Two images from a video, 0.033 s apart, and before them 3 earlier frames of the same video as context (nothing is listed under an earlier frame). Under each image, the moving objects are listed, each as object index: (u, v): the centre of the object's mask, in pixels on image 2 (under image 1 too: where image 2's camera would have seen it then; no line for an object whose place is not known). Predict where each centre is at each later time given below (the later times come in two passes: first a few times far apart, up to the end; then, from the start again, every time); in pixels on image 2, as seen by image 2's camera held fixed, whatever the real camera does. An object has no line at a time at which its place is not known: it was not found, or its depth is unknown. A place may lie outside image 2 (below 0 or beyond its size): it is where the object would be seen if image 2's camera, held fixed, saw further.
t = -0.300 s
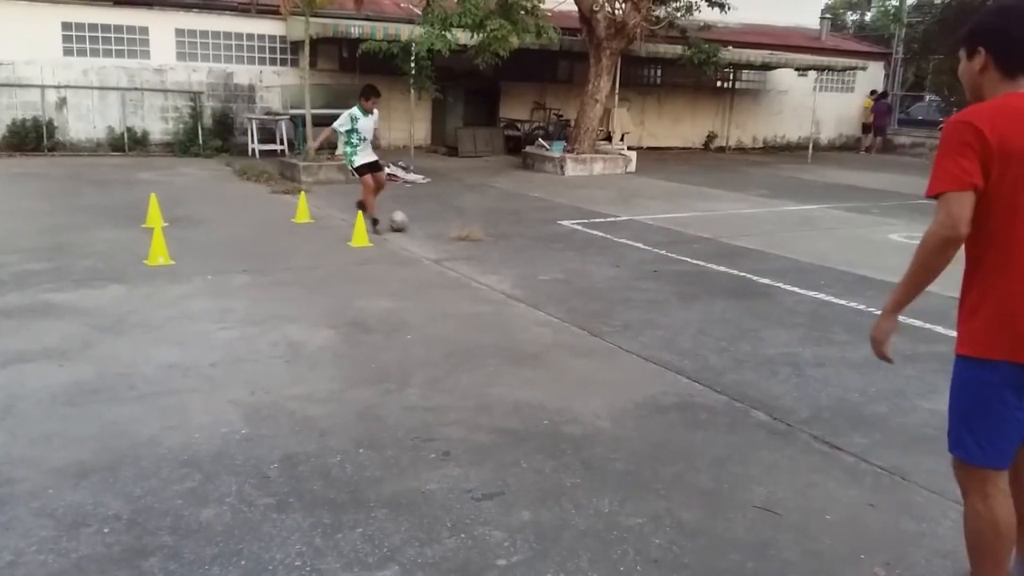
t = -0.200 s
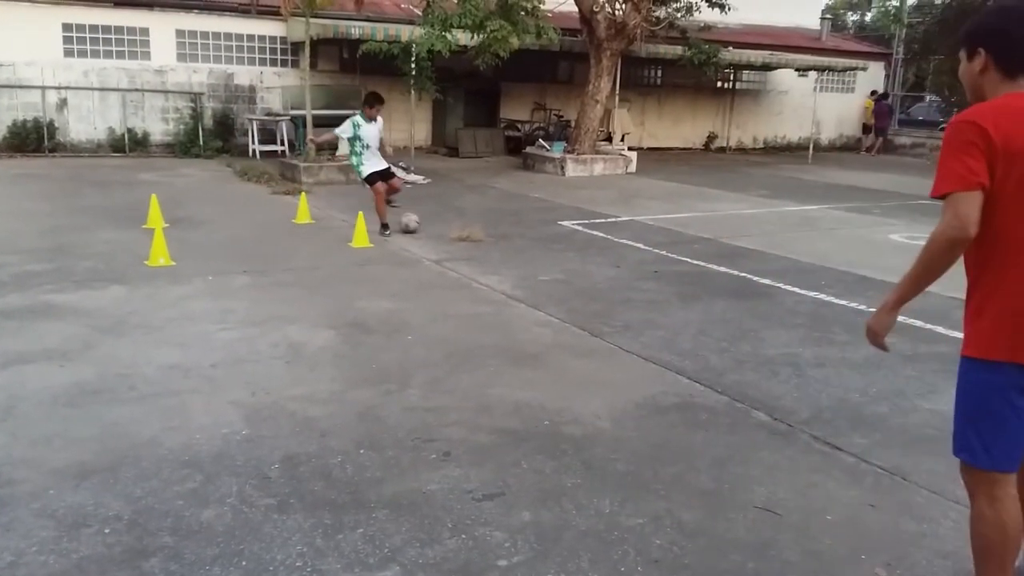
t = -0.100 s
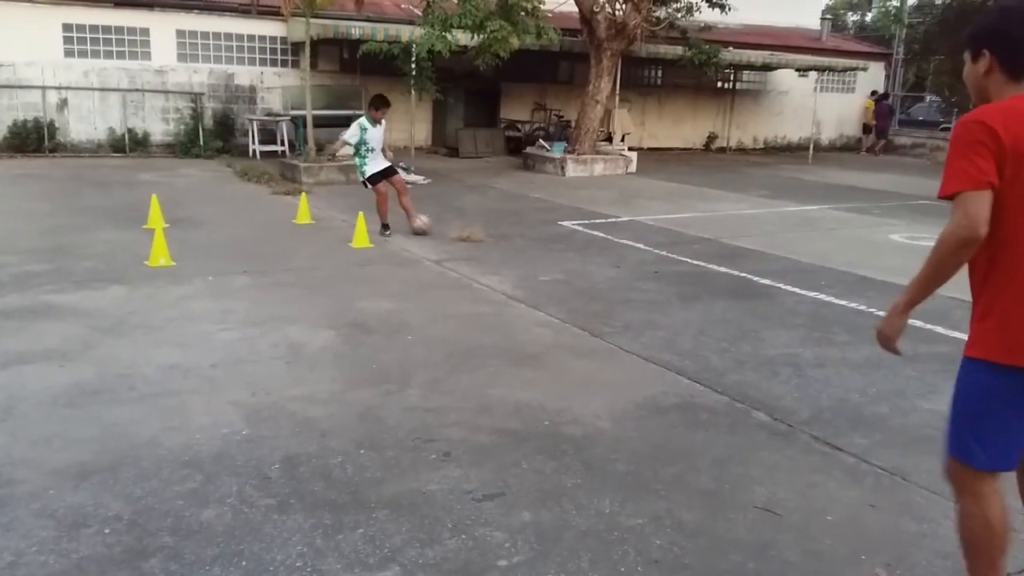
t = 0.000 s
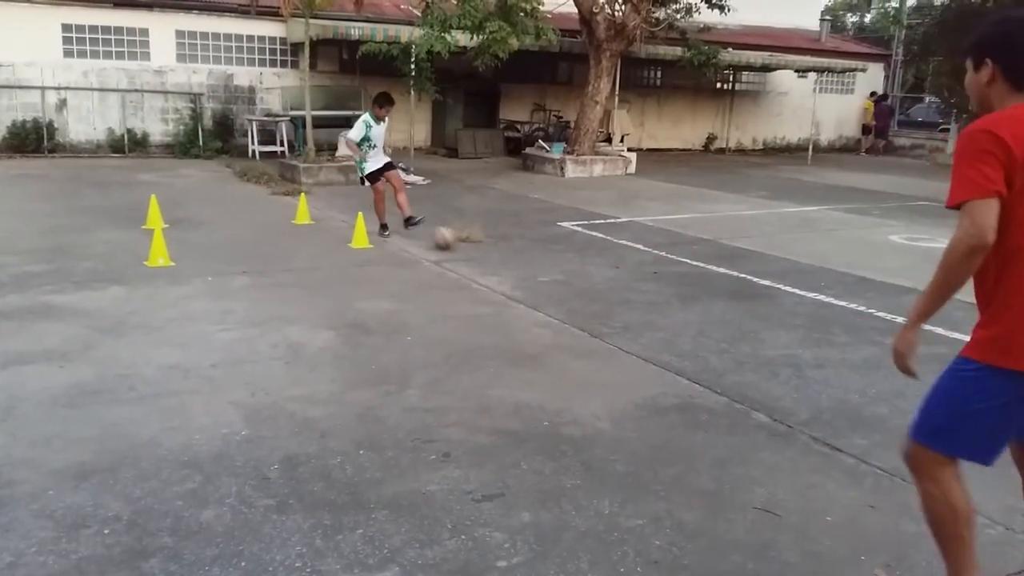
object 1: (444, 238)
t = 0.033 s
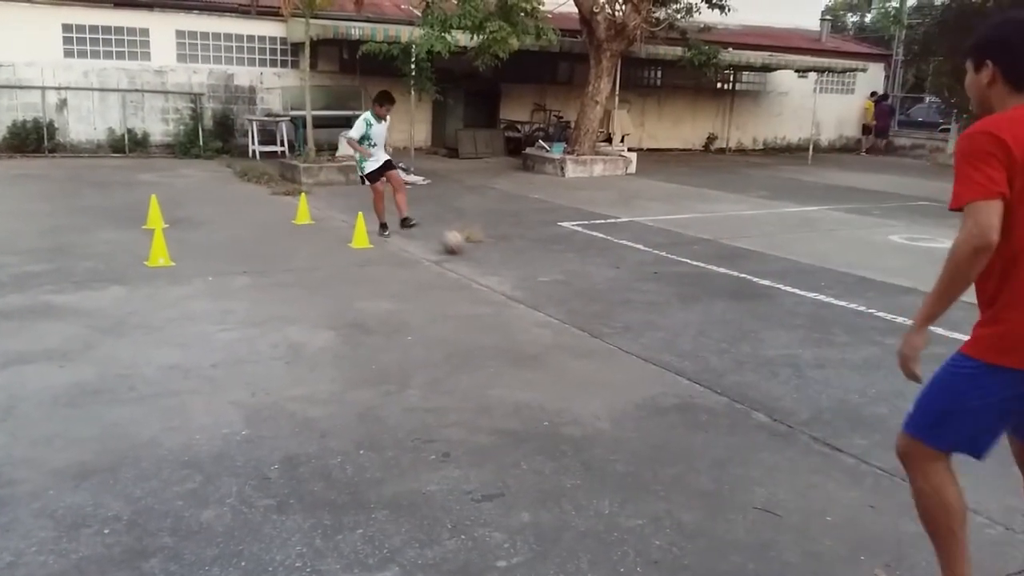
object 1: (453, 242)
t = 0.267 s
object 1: (514, 276)
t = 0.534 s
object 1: (611, 326)
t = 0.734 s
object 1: (725, 382)
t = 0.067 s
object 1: (461, 247)
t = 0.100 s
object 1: (469, 251)
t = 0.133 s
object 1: (477, 255)
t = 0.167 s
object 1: (487, 261)
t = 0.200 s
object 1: (496, 265)
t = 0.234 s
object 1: (505, 270)
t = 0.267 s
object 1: (514, 276)
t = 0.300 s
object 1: (524, 280)
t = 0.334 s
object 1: (534, 286)
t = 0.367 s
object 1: (545, 292)
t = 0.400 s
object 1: (559, 298)
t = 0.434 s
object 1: (569, 304)
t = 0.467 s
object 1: (583, 311)
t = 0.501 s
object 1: (596, 318)
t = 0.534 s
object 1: (611, 326)
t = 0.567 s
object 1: (628, 333)
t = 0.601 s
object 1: (644, 341)
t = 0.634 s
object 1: (663, 351)
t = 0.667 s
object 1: (684, 360)
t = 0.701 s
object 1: (705, 371)
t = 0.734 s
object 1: (725, 382)
